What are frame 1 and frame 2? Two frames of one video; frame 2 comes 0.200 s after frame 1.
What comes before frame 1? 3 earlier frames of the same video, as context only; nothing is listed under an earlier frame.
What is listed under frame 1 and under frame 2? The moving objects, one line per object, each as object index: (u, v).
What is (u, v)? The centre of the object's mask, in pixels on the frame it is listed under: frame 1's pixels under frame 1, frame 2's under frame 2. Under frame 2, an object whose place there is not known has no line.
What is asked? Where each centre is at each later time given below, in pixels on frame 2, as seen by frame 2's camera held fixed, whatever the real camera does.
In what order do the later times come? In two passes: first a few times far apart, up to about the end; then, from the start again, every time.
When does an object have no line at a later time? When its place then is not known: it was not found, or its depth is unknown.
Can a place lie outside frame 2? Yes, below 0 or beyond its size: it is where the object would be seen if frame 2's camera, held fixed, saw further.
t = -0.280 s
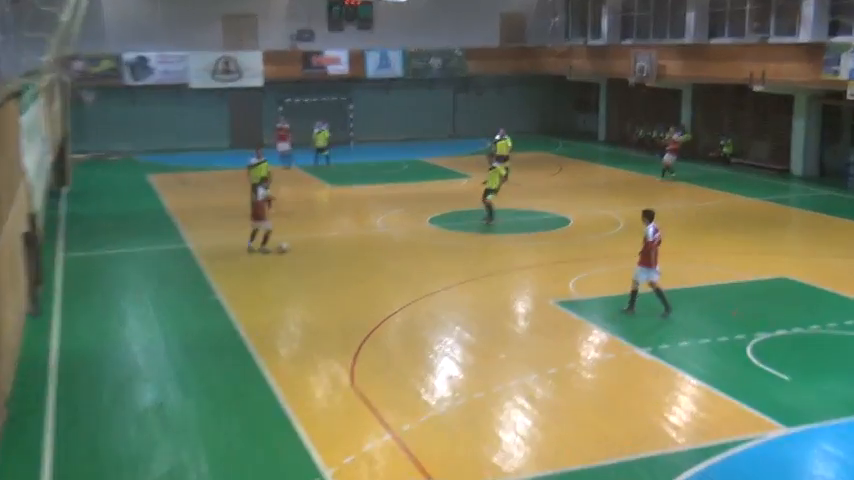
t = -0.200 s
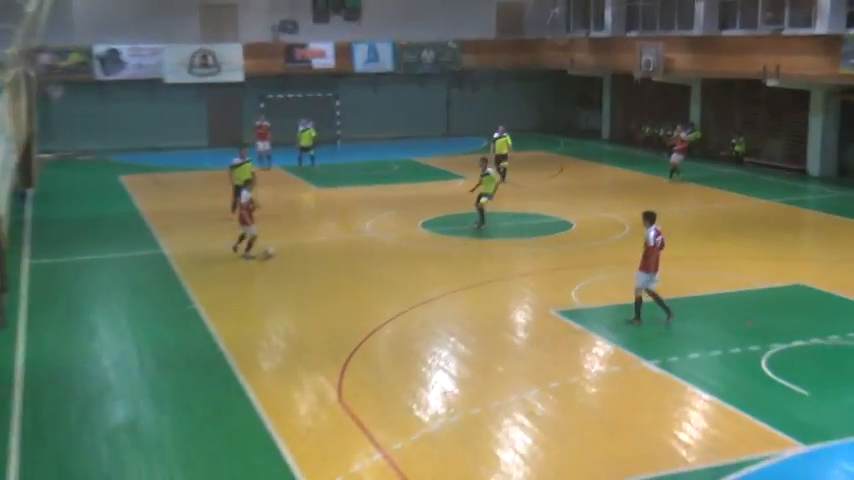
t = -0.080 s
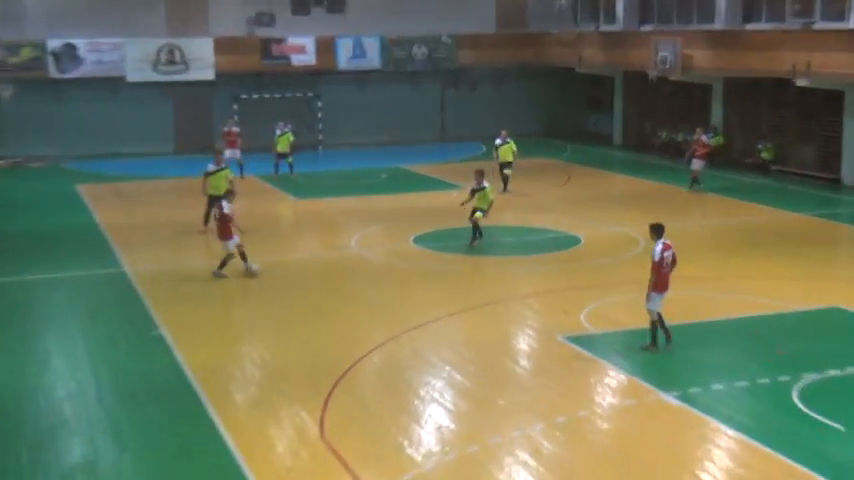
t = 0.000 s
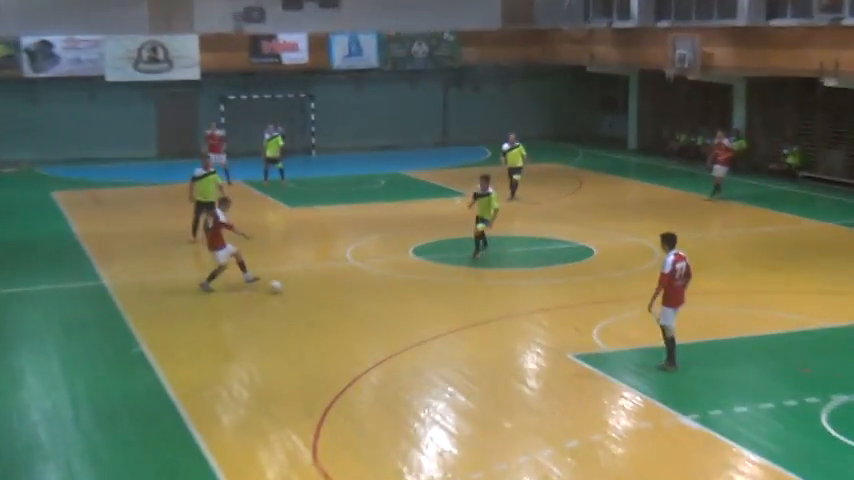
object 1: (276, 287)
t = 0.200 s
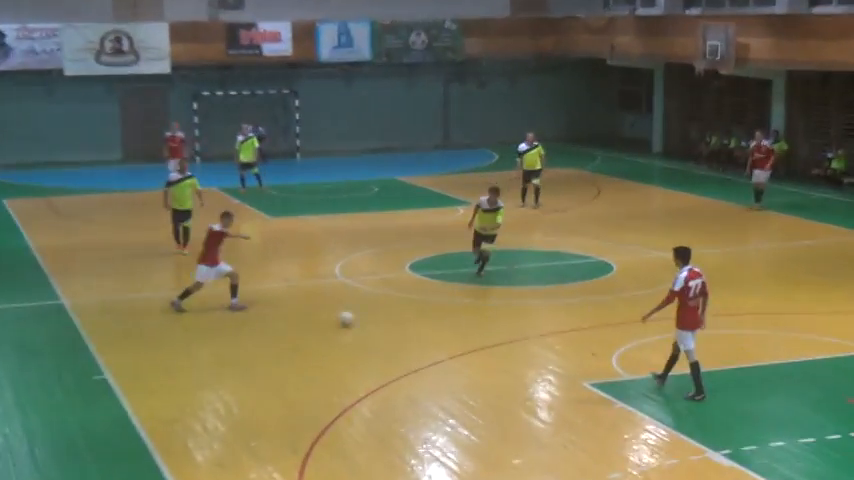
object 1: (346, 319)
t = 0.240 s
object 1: (364, 322)
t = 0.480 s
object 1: (462, 334)
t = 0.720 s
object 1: (556, 346)
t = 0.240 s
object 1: (364, 322)
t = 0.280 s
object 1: (381, 324)
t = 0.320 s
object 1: (398, 326)
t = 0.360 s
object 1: (414, 328)
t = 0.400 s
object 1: (430, 330)
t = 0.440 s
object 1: (447, 332)
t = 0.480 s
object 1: (462, 334)
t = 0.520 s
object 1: (478, 336)
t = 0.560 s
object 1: (494, 338)
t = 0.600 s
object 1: (510, 340)
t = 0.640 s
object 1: (525, 342)
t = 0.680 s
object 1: (540, 344)
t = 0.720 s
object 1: (556, 346)
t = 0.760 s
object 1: (571, 348)
